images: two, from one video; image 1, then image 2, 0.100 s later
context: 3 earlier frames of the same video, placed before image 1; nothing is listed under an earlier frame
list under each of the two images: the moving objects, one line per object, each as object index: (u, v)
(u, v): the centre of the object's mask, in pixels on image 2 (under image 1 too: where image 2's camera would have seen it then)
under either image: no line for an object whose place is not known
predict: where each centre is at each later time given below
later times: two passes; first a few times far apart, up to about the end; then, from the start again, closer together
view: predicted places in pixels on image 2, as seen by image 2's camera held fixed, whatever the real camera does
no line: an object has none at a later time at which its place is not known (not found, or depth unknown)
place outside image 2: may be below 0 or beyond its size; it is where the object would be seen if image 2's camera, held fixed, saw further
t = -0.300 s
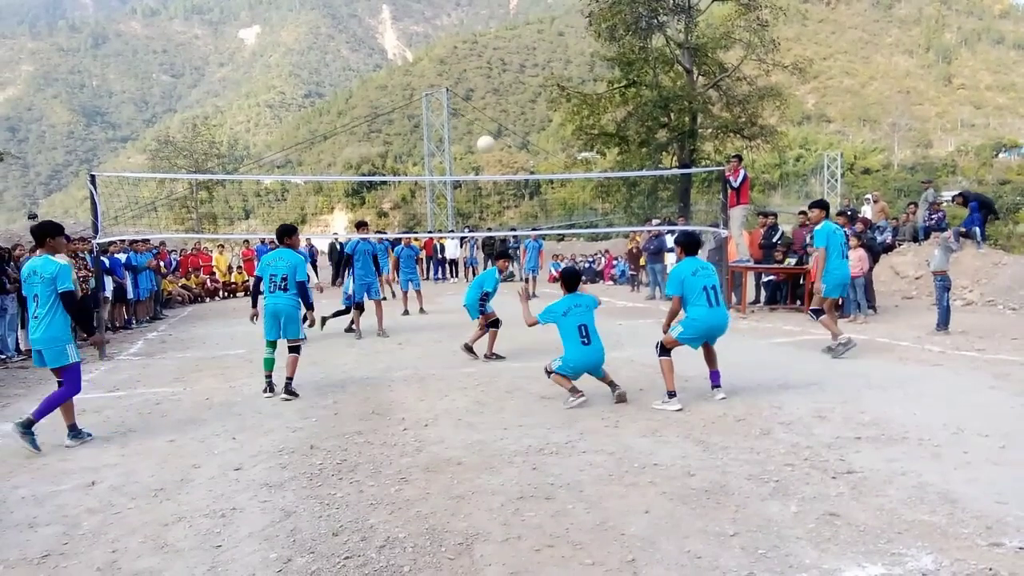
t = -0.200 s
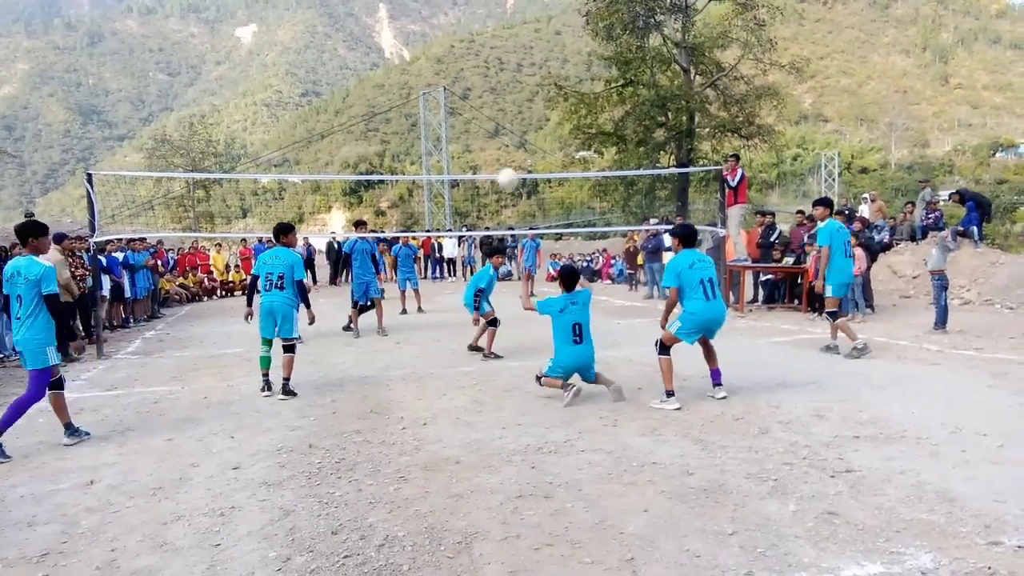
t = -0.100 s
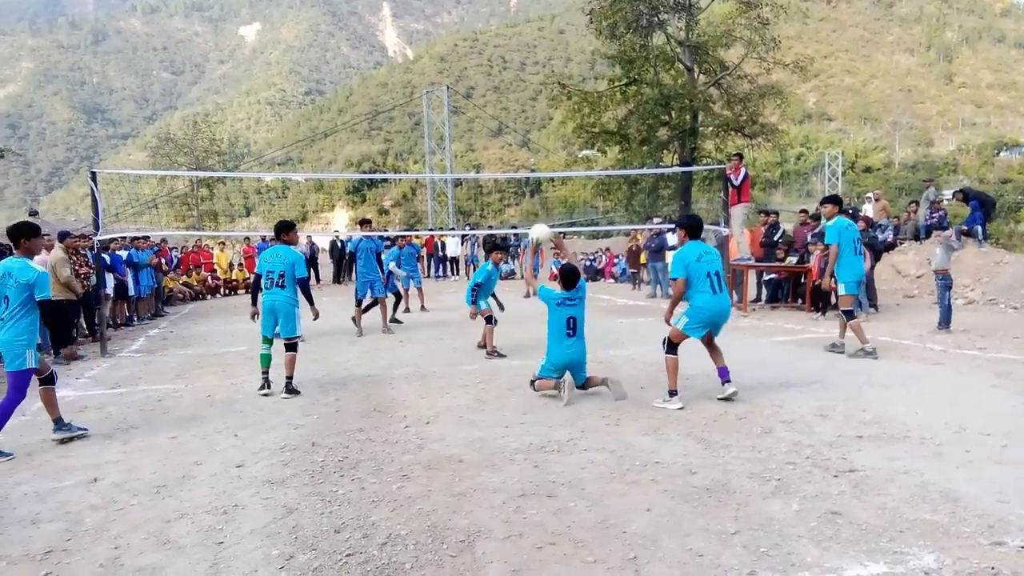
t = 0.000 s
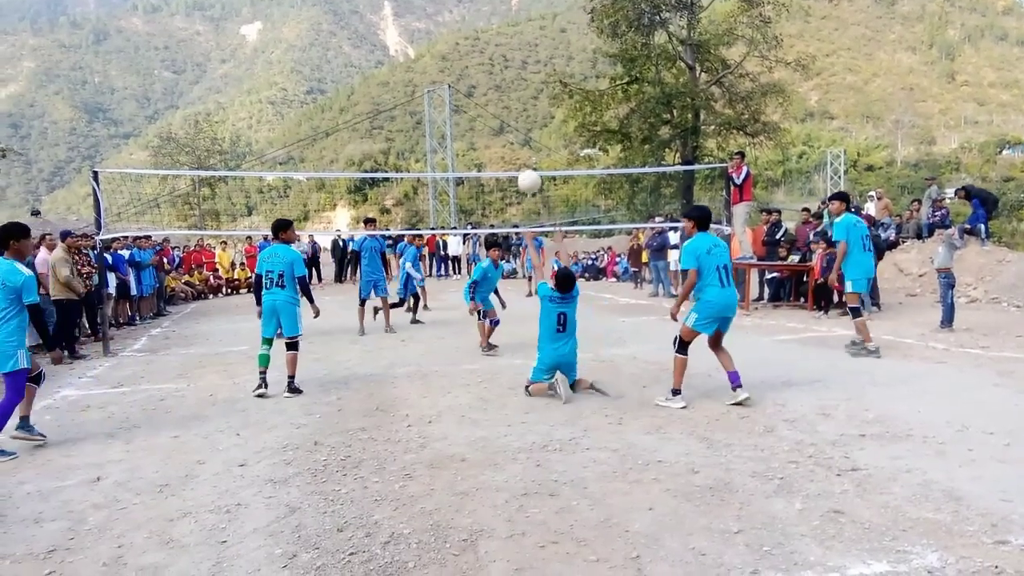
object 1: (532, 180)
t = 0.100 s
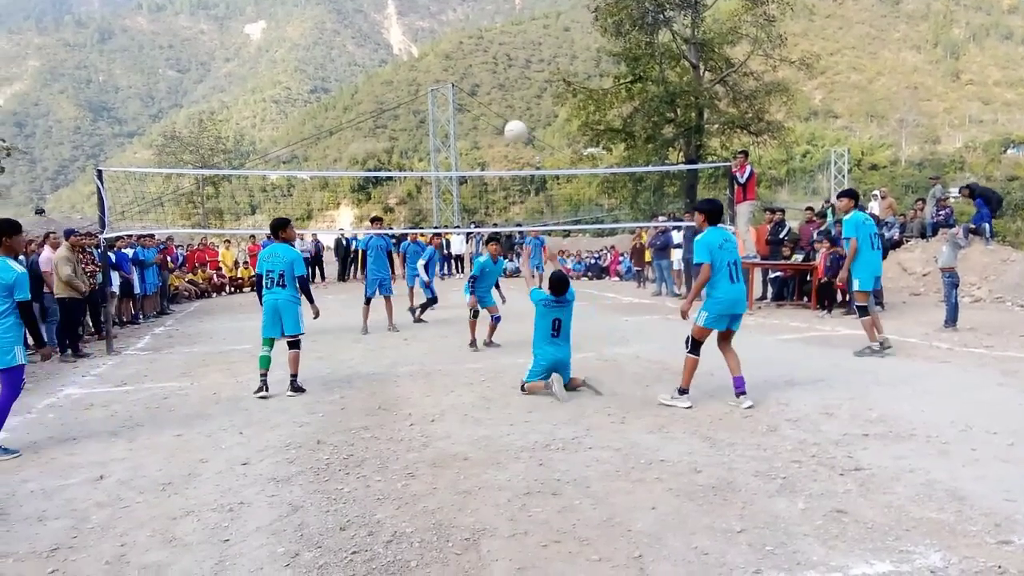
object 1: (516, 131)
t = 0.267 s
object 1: (491, 77)
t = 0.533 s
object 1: (457, 57)
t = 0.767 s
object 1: (435, 93)
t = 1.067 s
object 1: (414, 195)
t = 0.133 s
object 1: (511, 118)
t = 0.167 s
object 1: (504, 104)
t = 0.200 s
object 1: (500, 94)
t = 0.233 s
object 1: (495, 86)
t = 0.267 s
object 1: (491, 77)
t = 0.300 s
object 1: (485, 70)
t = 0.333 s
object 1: (481, 66)
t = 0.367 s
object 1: (477, 61)
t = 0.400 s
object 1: (472, 57)
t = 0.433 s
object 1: (469, 56)
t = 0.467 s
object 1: (465, 55)
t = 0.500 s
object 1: (461, 55)
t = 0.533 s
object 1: (457, 57)
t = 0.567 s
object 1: (454, 59)
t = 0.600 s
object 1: (451, 63)
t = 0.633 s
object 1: (447, 67)
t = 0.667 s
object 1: (444, 73)
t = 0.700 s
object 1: (441, 79)
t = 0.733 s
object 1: (438, 85)
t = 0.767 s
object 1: (435, 93)
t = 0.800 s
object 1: (432, 102)
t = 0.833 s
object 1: (430, 111)
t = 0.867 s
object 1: (427, 120)
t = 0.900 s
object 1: (425, 132)
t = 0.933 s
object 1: (422, 143)
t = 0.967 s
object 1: (420, 155)
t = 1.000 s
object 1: (418, 168)
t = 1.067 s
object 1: (414, 195)
